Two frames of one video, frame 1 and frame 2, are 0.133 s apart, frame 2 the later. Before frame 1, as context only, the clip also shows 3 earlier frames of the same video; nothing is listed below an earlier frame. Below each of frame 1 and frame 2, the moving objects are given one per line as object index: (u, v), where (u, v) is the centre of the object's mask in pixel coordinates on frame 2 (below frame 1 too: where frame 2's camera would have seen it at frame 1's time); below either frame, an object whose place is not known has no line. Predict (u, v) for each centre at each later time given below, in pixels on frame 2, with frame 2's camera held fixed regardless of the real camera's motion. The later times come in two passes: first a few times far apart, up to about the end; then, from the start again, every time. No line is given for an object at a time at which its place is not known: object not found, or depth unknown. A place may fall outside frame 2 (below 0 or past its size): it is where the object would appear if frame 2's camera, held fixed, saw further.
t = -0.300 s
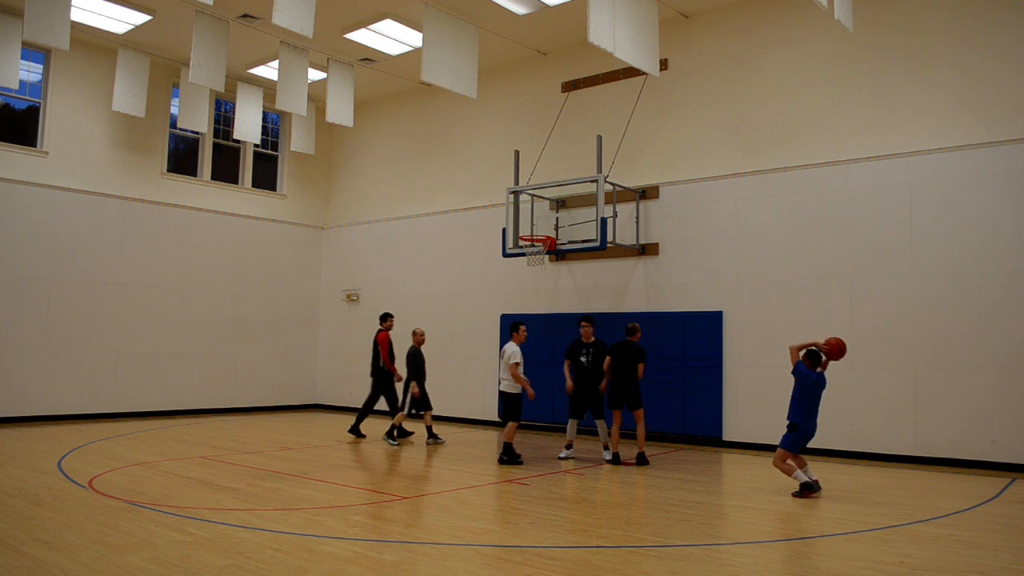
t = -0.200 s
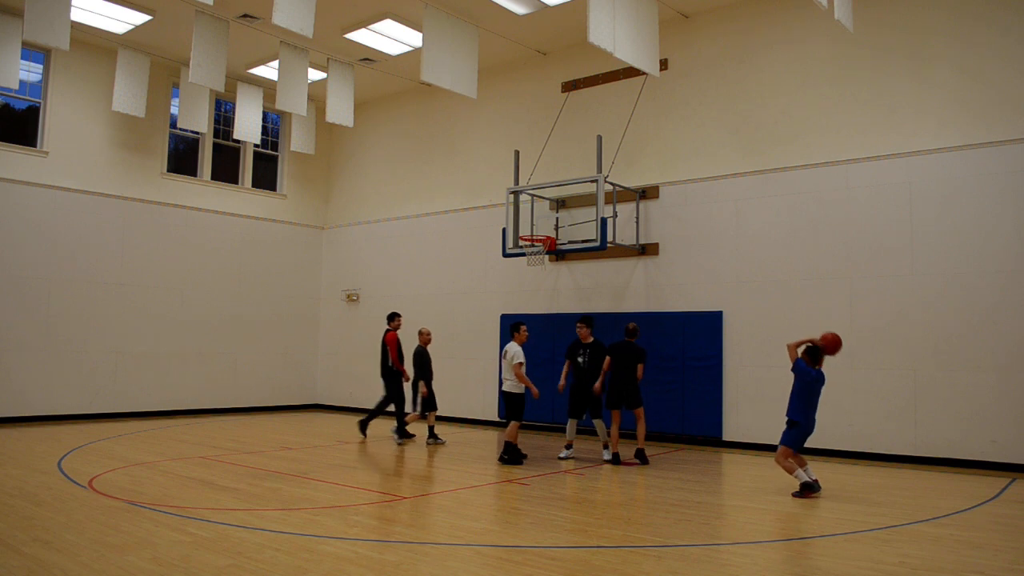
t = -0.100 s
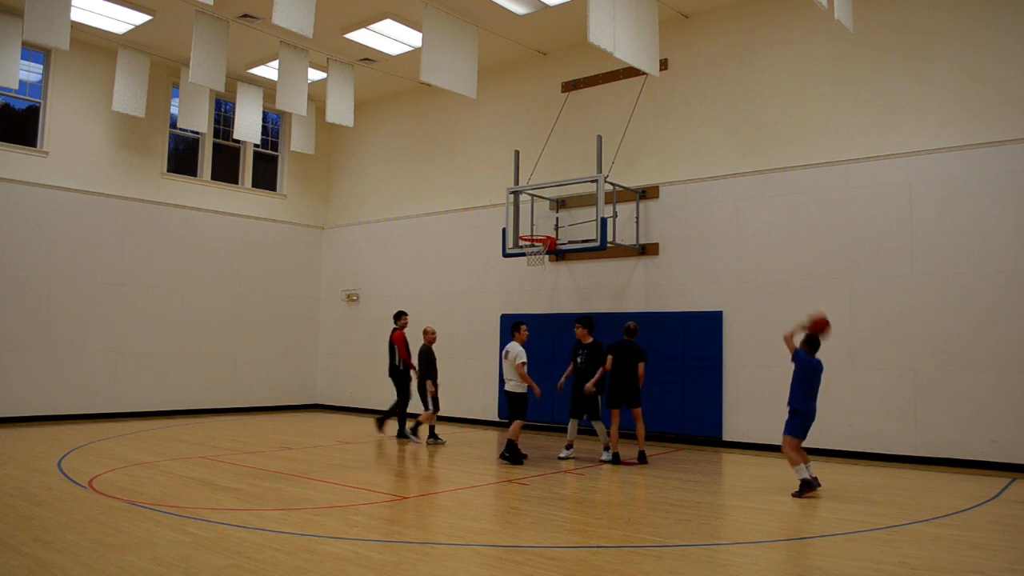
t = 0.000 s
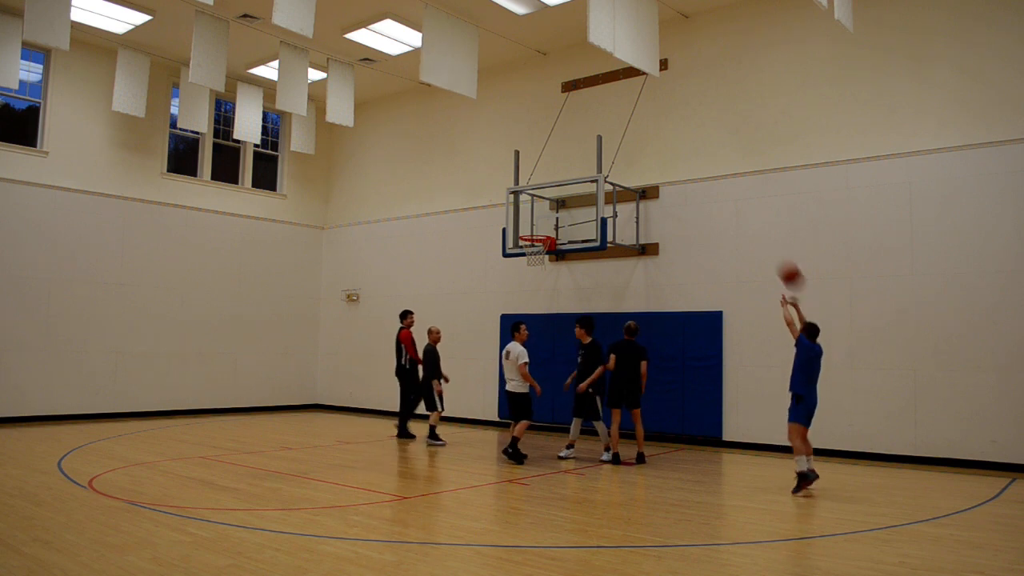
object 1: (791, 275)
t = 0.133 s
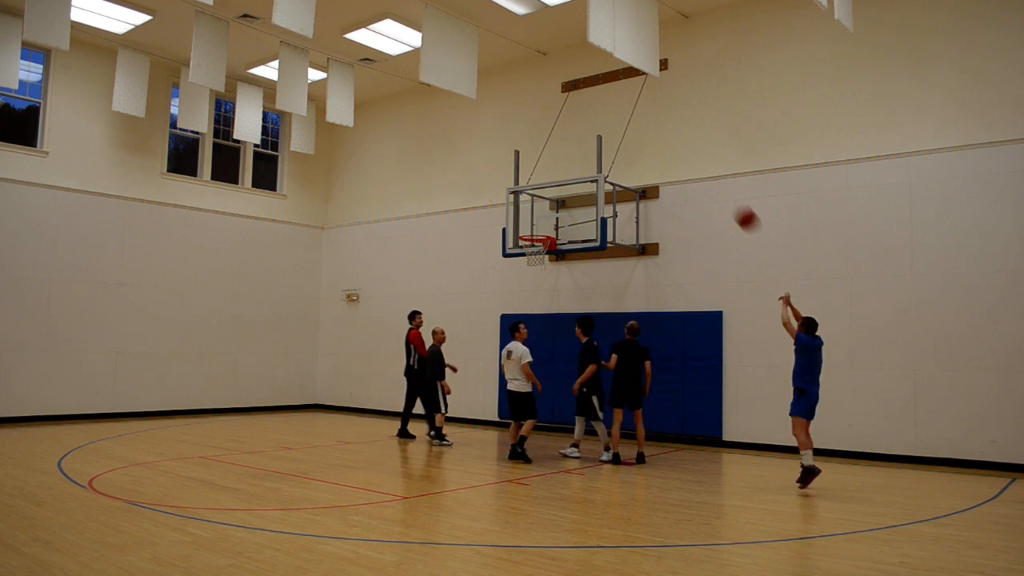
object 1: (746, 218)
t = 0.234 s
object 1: (716, 190)
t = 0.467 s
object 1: (654, 159)
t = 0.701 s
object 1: (602, 171)
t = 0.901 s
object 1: (564, 208)
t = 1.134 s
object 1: (560, 200)
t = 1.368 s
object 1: (576, 183)
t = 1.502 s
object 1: (577, 185)
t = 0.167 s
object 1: (735, 207)
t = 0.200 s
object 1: (725, 197)
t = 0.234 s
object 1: (716, 190)
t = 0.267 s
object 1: (706, 182)
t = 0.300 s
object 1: (697, 175)
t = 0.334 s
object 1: (688, 170)
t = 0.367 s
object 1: (679, 166)
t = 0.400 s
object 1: (671, 163)
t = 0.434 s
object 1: (662, 160)
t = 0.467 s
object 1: (654, 159)
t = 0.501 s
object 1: (646, 158)
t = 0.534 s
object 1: (639, 158)
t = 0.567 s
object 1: (631, 159)
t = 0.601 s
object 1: (624, 161)
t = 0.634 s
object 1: (617, 163)
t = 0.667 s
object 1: (610, 167)
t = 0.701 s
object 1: (602, 171)
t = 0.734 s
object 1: (596, 176)
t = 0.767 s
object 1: (589, 181)
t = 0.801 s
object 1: (582, 187)
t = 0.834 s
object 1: (576, 194)
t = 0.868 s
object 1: (570, 201)
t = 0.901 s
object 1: (564, 208)
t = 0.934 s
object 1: (557, 217)
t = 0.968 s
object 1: (551, 225)
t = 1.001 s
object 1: (551, 225)
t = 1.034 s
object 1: (553, 218)
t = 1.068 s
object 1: (555, 211)
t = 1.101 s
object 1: (557, 206)
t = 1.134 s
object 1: (560, 200)
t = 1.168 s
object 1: (562, 196)
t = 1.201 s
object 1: (565, 192)
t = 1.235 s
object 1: (567, 189)
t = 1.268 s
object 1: (569, 186)
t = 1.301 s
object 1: (571, 185)
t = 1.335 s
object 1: (574, 184)
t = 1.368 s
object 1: (576, 183)
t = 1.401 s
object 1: (576, 183)
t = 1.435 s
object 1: (576, 183)
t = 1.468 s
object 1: (577, 184)
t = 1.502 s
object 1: (577, 185)
